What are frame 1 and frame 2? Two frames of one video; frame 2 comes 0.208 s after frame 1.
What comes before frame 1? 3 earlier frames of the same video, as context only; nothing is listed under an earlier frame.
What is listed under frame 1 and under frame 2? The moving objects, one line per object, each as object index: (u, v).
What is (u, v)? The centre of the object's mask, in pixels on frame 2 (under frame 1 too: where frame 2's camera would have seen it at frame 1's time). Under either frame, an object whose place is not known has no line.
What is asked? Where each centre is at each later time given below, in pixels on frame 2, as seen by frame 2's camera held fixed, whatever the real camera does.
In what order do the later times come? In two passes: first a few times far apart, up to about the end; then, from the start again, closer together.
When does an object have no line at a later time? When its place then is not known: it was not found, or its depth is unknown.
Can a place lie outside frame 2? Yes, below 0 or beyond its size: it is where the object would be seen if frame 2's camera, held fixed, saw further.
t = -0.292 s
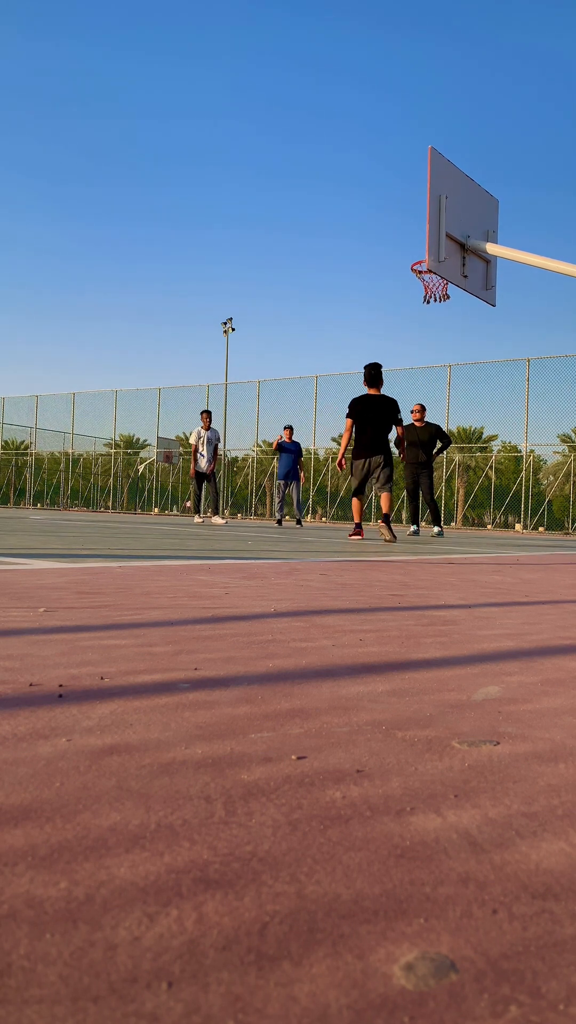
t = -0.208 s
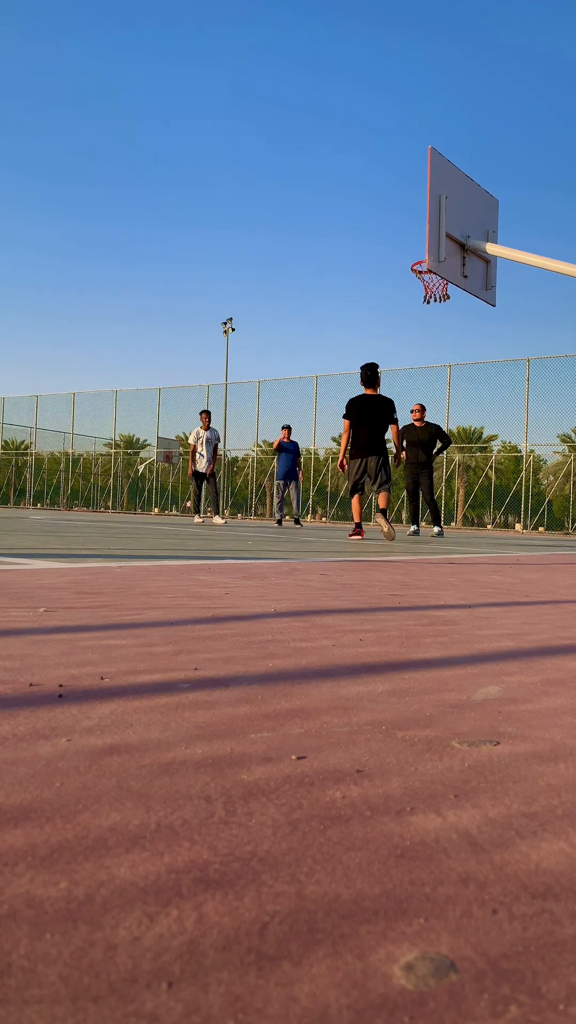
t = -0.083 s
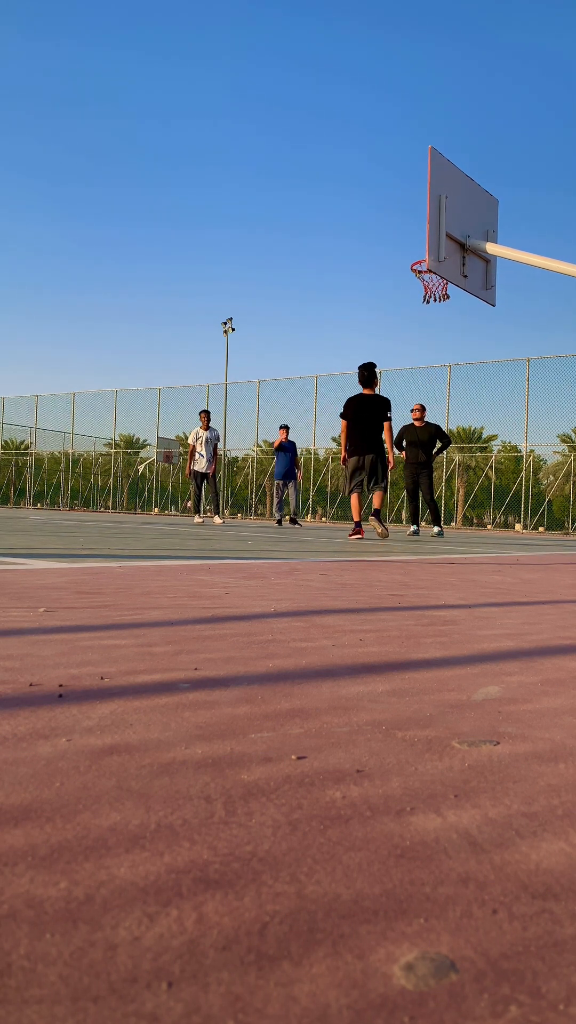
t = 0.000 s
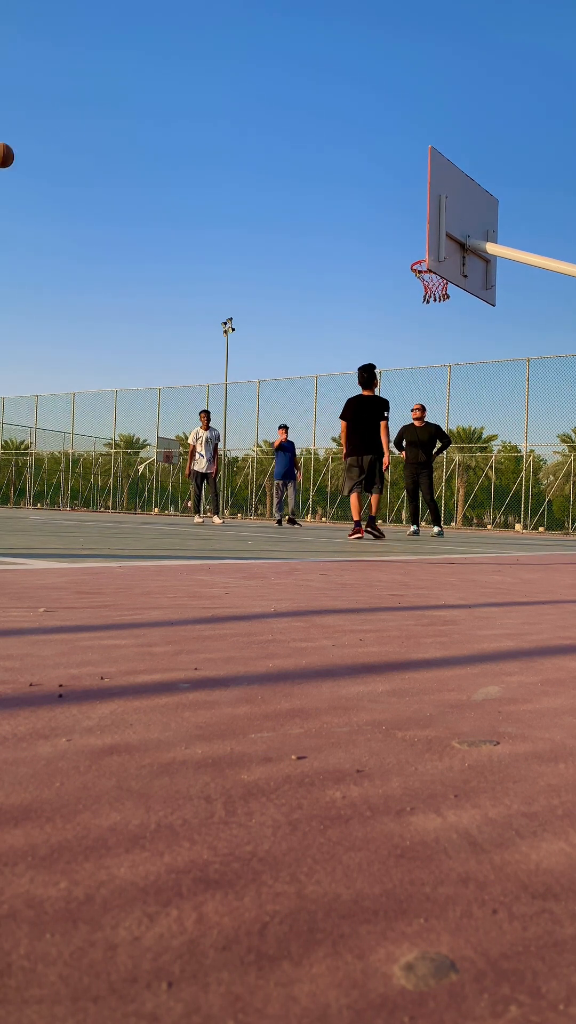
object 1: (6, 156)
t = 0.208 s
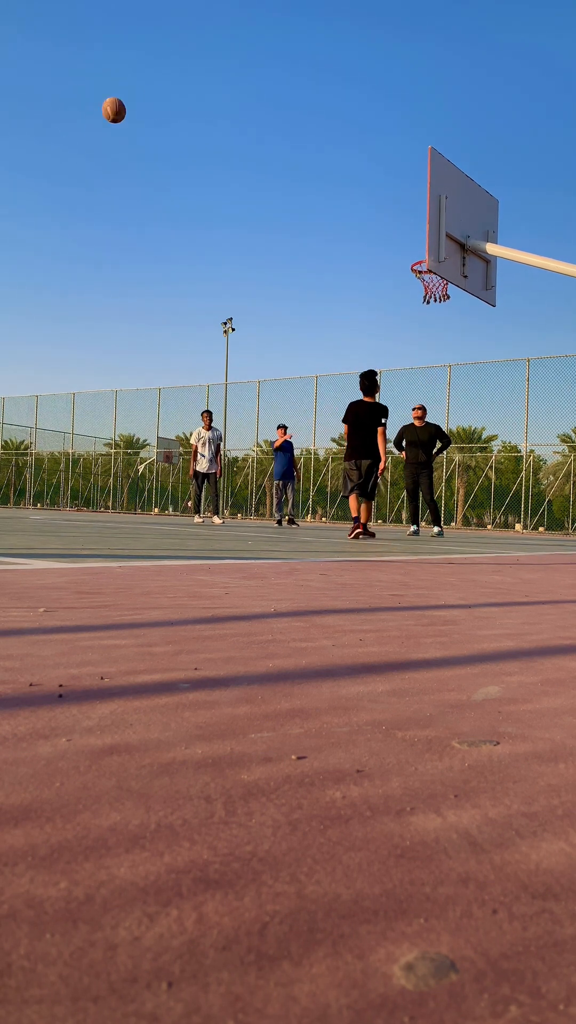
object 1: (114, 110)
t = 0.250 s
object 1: (135, 106)
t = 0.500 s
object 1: (257, 116)
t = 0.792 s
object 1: (387, 195)
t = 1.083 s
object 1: (424, 208)
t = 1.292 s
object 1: (406, 162)
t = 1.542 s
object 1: (371, 159)
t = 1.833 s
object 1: (327, 230)
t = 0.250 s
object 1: (135, 106)
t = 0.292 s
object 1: (156, 104)
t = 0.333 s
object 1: (177, 103)
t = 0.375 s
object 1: (197, 104)
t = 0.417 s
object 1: (218, 107)
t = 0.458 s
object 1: (238, 110)
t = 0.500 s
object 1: (257, 116)
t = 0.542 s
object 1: (277, 123)
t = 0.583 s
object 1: (296, 131)
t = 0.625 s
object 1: (314, 141)
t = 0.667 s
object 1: (333, 152)
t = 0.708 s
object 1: (351, 165)
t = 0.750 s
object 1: (370, 179)
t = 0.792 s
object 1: (387, 195)
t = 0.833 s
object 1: (405, 212)
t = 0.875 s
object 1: (419, 230)
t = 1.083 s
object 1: (424, 208)
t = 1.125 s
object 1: (422, 195)
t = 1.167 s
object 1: (420, 185)
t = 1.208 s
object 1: (416, 176)
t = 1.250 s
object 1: (411, 168)
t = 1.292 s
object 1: (406, 162)
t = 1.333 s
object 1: (400, 158)
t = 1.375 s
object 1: (395, 155)
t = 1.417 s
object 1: (389, 154)
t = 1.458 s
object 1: (383, 154)
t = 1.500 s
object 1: (377, 156)
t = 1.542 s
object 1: (371, 159)
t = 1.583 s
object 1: (365, 164)
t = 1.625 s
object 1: (359, 171)
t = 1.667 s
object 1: (353, 179)
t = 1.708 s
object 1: (347, 189)
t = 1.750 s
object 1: (340, 201)
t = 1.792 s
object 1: (334, 215)
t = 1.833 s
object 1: (327, 230)
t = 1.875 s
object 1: (320, 247)
